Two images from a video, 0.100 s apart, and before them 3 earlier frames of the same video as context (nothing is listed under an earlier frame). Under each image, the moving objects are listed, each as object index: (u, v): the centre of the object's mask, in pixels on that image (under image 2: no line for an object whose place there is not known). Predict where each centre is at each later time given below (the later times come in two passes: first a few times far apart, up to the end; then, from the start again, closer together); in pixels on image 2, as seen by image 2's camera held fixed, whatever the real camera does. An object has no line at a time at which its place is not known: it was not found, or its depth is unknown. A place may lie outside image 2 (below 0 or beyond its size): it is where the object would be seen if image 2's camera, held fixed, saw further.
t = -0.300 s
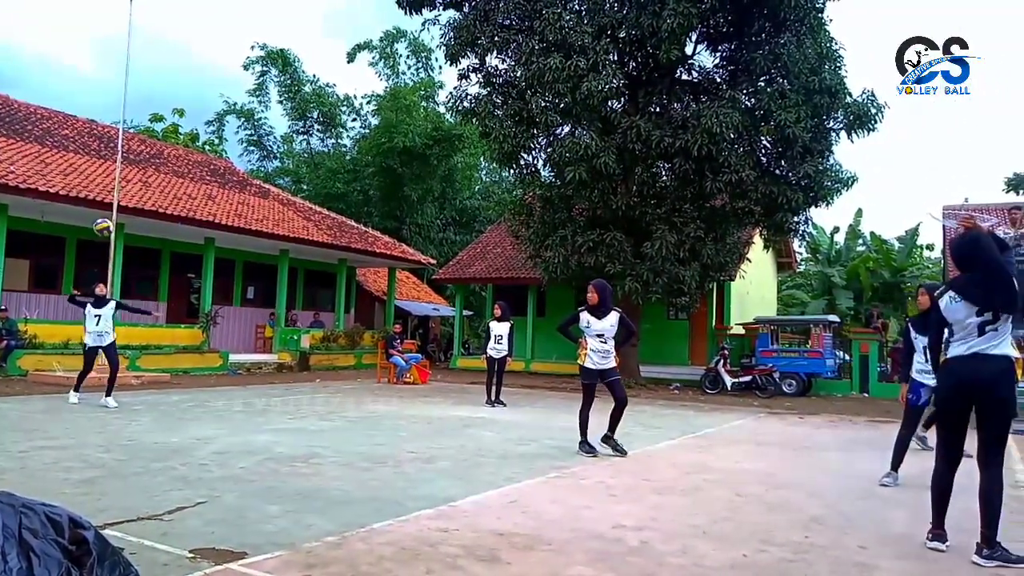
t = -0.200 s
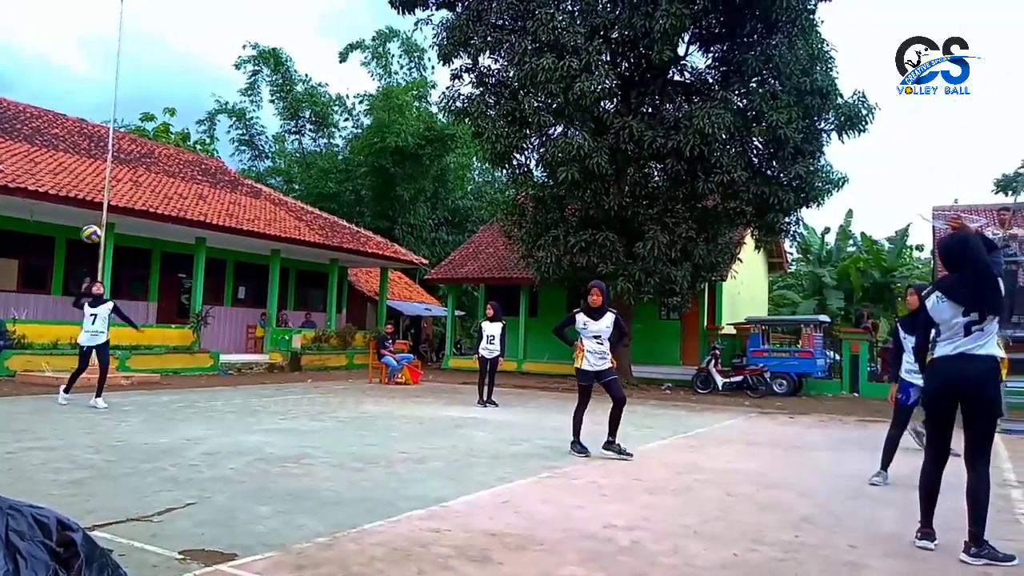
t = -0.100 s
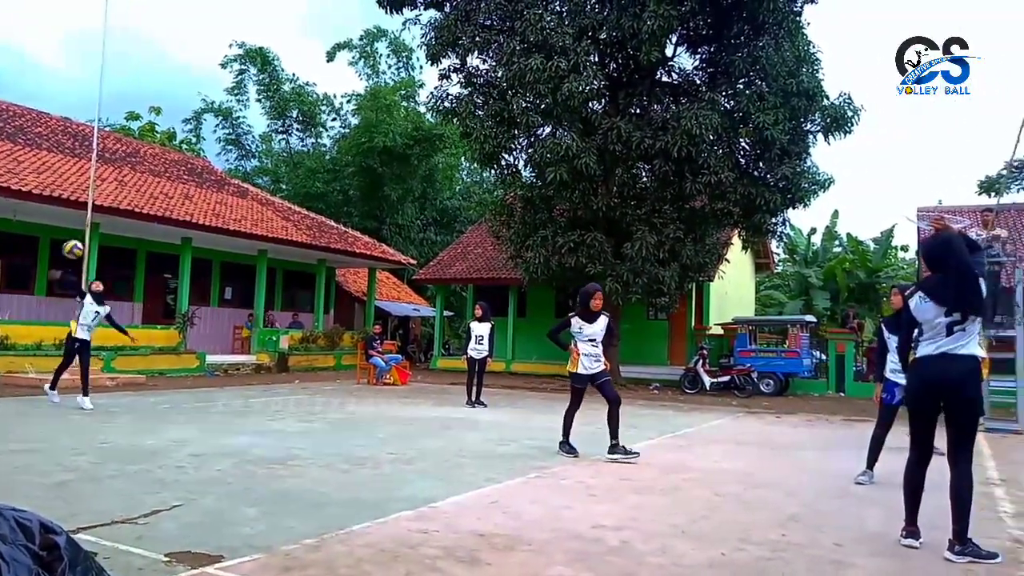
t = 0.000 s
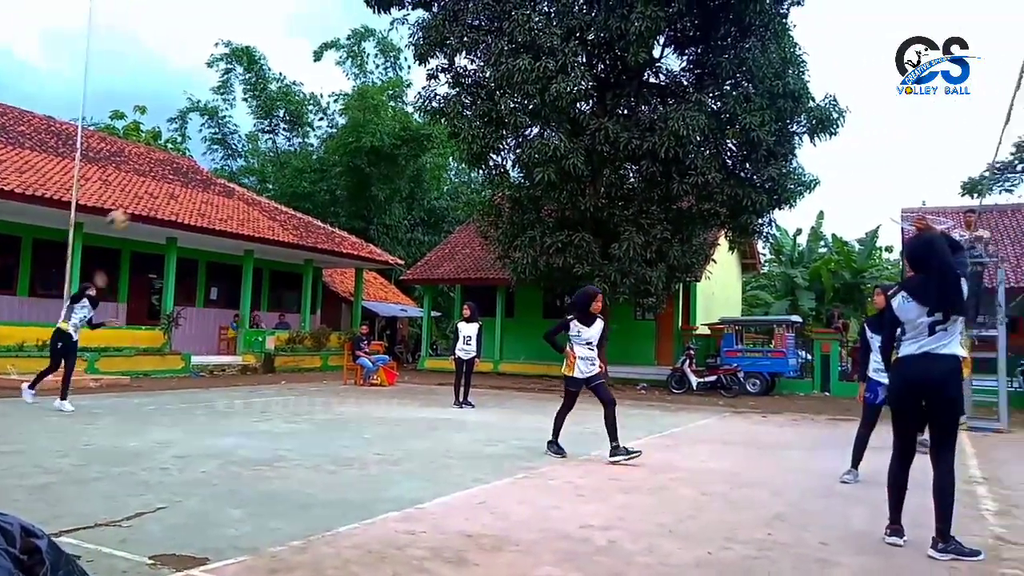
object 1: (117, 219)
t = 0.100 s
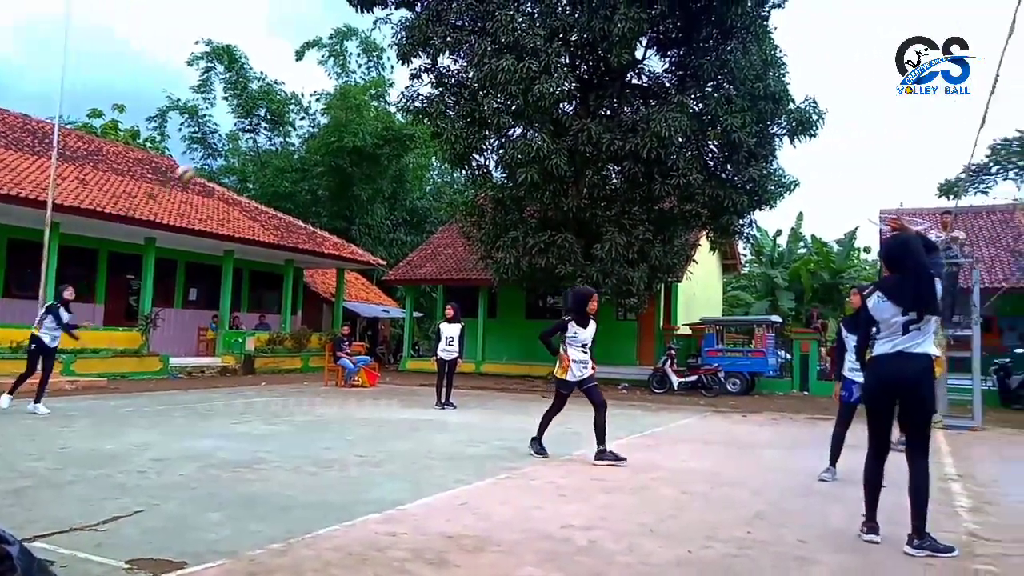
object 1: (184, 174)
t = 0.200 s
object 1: (282, 135)
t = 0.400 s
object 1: (507, 80)
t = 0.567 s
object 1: (726, 62)
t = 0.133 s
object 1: (217, 161)
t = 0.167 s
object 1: (249, 148)
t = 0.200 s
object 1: (282, 135)
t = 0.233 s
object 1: (318, 124)
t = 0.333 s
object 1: (429, 95)
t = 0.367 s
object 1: (468, 87)
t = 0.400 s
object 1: (507, 80)
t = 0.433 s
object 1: (548, 75)
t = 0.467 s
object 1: (590, 70)
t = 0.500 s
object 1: (634, 66)
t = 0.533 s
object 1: (680, 63)
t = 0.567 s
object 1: (726, 62)
